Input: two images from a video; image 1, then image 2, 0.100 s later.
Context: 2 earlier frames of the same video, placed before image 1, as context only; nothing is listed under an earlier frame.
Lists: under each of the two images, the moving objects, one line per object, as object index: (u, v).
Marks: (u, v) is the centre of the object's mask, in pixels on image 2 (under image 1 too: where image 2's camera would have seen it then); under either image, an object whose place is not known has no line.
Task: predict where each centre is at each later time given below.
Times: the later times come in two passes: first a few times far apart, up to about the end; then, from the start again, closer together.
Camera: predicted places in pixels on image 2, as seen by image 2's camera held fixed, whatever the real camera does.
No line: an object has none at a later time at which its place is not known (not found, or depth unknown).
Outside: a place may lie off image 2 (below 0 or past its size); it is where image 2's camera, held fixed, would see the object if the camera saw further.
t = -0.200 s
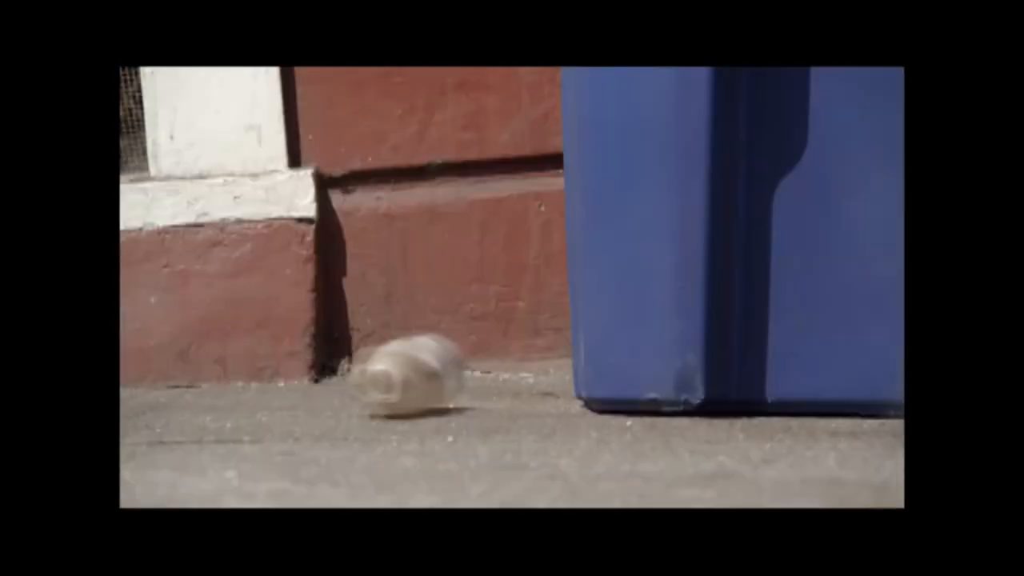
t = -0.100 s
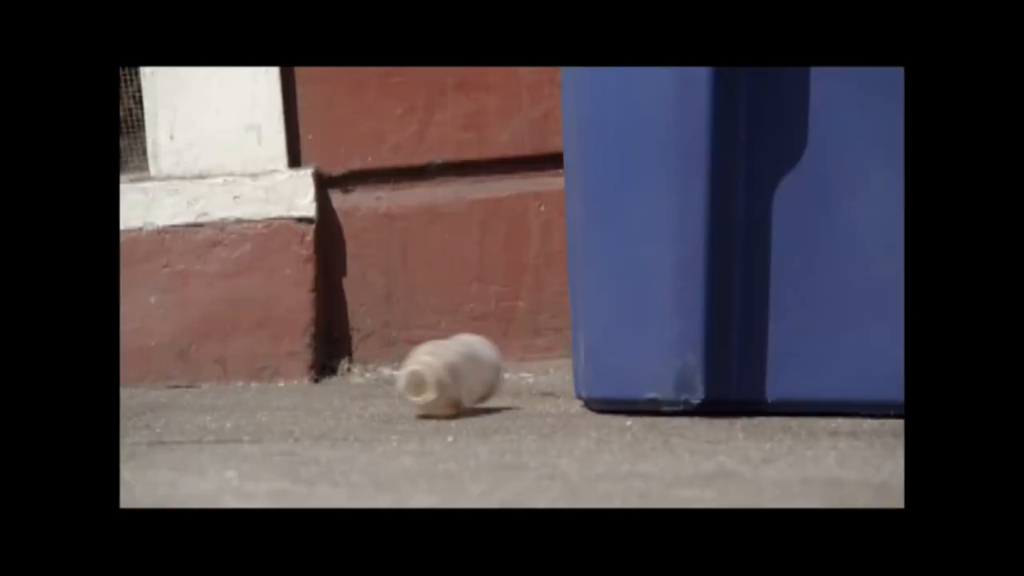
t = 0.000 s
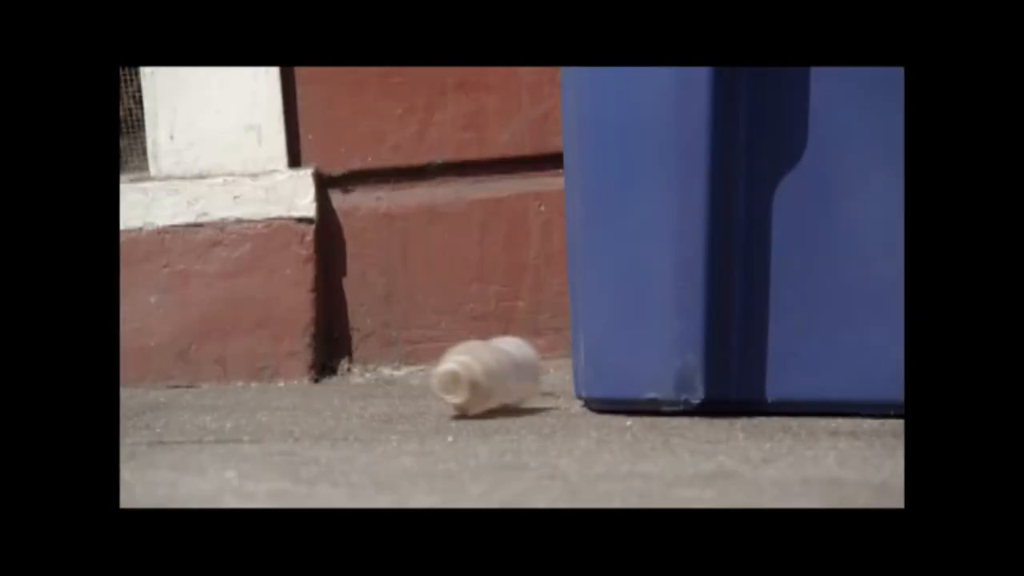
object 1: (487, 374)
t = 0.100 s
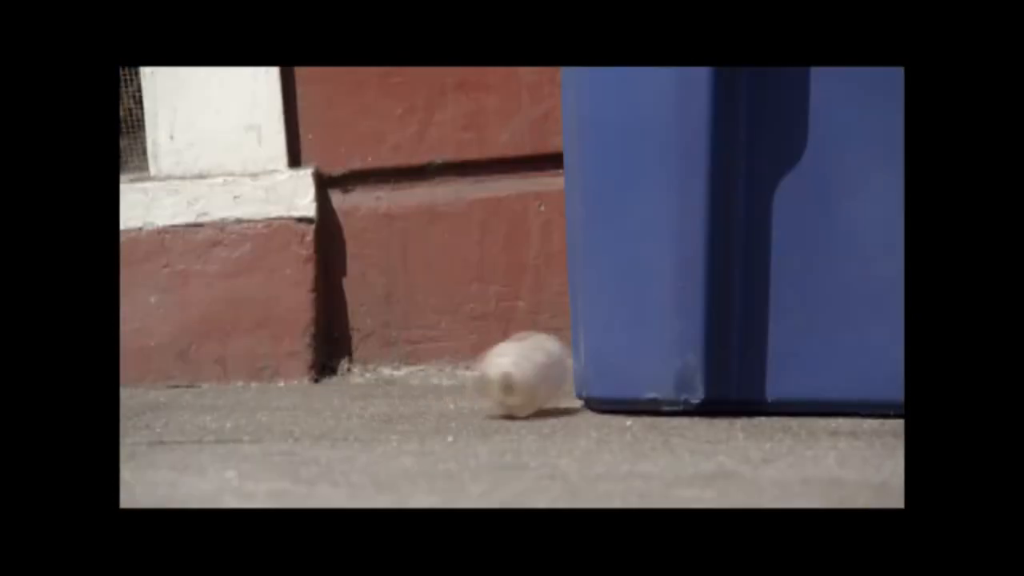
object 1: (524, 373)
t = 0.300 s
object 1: (534, 376)
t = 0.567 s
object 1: (513, 377)
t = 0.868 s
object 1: (492, 379)
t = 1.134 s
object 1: (462, 381)
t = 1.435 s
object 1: (471, 382)
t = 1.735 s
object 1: (472, 383)
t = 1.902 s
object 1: (477, 385)
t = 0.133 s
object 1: (524, 371)
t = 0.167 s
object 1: (523, 372)
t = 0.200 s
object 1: (524, 374)
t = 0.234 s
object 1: (528, 376)
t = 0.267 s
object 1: (533, 376)
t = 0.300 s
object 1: (534, 376)
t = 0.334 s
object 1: (533, 377)
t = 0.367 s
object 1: (529, 377)
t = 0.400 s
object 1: (525, 377)
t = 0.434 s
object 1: (523, 377)
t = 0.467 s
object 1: (521, 377)
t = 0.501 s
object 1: (519, 377)
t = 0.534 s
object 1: (516, 377)
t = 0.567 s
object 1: (513, 377)
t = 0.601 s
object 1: (511, 377)
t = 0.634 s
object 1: (508, 377)
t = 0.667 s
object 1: (507, 378)
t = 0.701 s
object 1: (504, 378)
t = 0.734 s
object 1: (502, 377)
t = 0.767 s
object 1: (501, 377)
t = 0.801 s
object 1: (497, 377)
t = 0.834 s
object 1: (496, 378)
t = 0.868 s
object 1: (492, 379)
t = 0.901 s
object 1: (487, 382)
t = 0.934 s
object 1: (483, 382)
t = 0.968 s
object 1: (476, 383)
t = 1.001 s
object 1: (474, 382)
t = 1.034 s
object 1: (468, 381)
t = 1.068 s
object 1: (464, 381)
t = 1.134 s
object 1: (462, 381)
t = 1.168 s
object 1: (461, 380)
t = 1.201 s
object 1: (461, 381)
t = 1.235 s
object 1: (461, 381)
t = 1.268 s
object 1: (462, 381)
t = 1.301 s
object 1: (463, 381)
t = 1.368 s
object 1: (467, 381)
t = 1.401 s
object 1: (471, 382)
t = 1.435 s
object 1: (471, 382)
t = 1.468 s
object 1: (476, 384)
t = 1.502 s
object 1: (481, 384)
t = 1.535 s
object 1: (484, 383)
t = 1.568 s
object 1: (485, 382)
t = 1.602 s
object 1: (485, 382)
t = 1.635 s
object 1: (484, 383)
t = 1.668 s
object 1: (483, 384)
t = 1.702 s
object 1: (479, 384)
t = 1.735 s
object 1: (472, 383)
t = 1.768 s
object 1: (472, 383)
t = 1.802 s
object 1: (472, 383)
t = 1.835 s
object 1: (472, 384)
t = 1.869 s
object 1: (475, 385)
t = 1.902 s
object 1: (477, 385)
